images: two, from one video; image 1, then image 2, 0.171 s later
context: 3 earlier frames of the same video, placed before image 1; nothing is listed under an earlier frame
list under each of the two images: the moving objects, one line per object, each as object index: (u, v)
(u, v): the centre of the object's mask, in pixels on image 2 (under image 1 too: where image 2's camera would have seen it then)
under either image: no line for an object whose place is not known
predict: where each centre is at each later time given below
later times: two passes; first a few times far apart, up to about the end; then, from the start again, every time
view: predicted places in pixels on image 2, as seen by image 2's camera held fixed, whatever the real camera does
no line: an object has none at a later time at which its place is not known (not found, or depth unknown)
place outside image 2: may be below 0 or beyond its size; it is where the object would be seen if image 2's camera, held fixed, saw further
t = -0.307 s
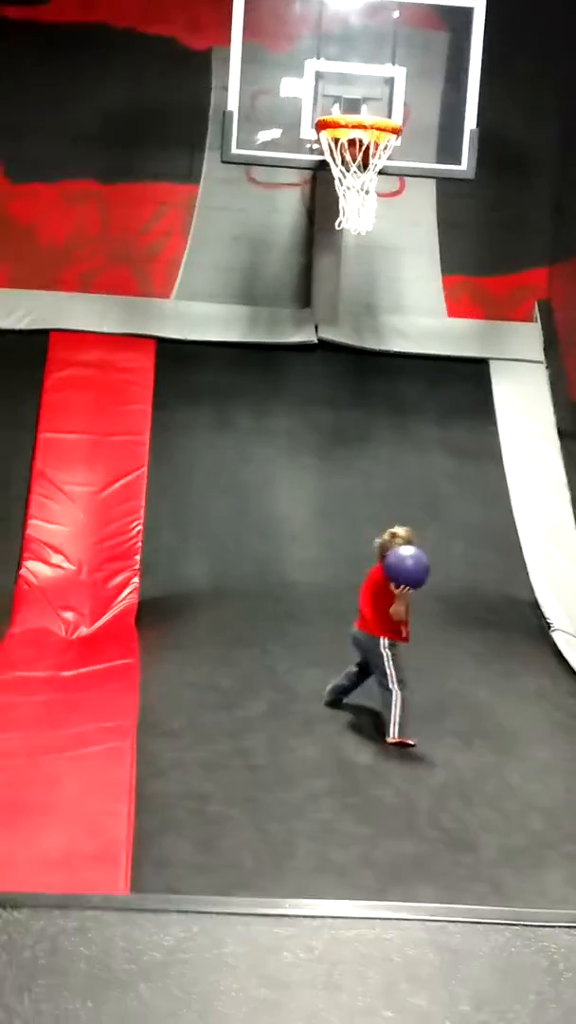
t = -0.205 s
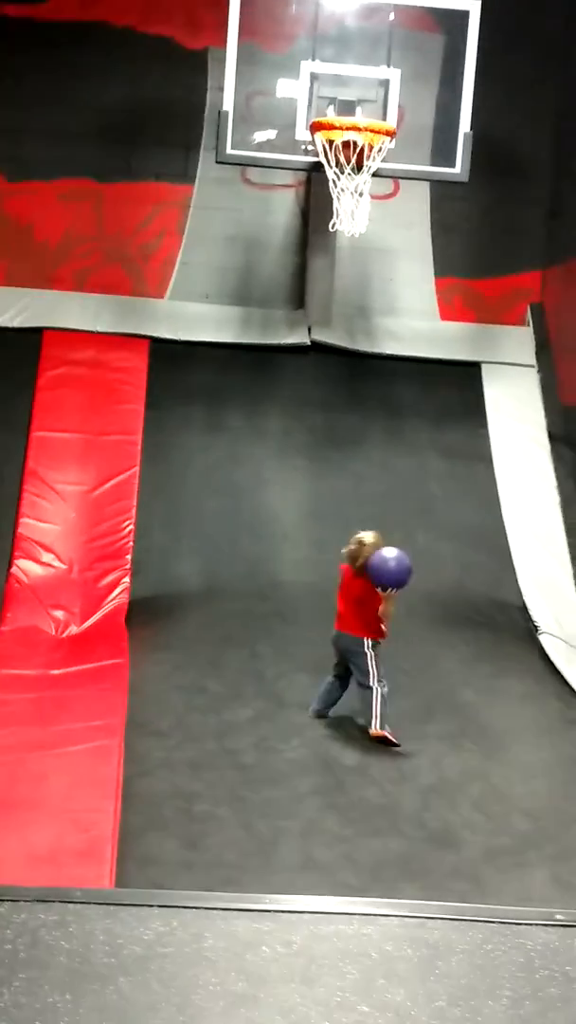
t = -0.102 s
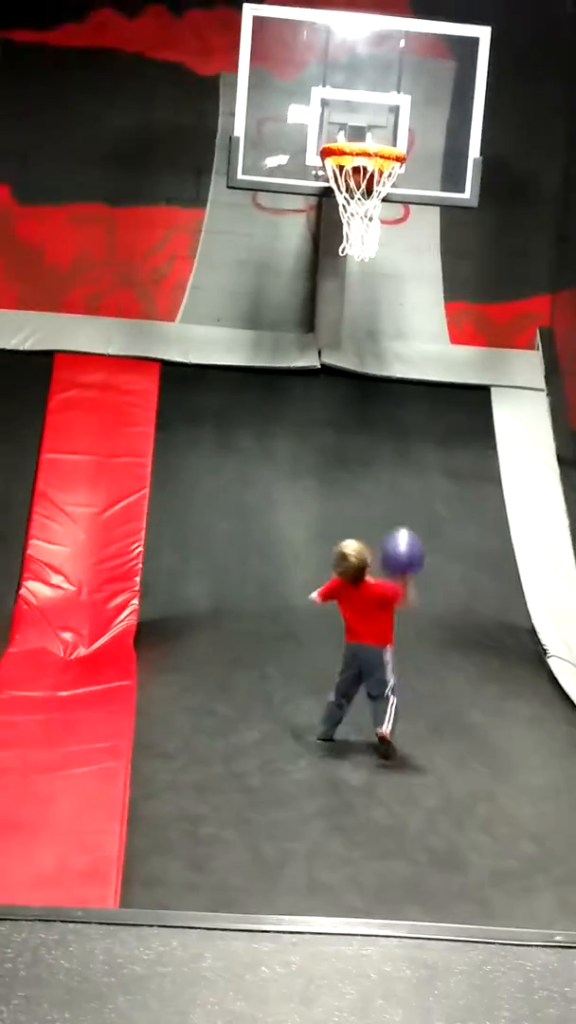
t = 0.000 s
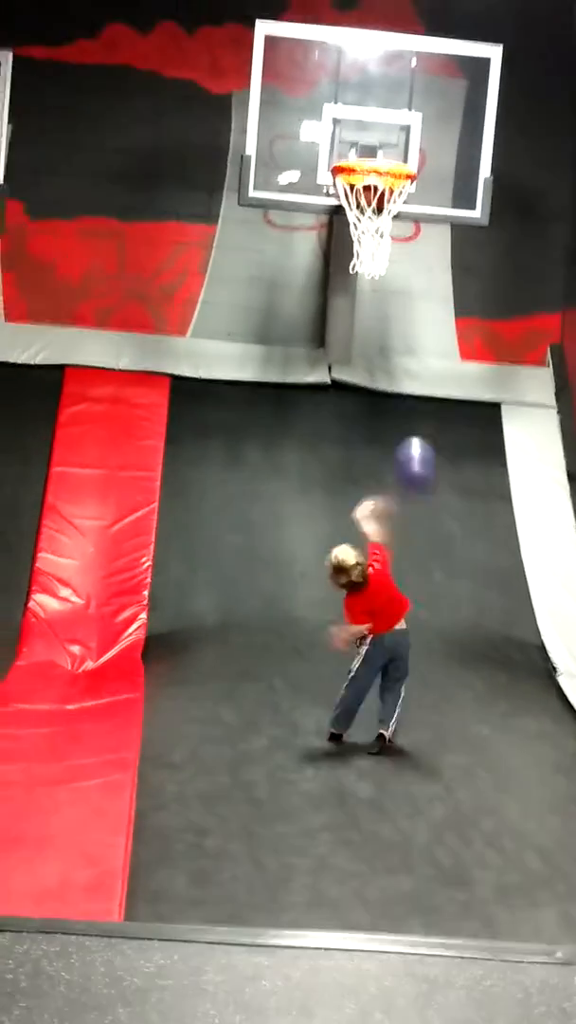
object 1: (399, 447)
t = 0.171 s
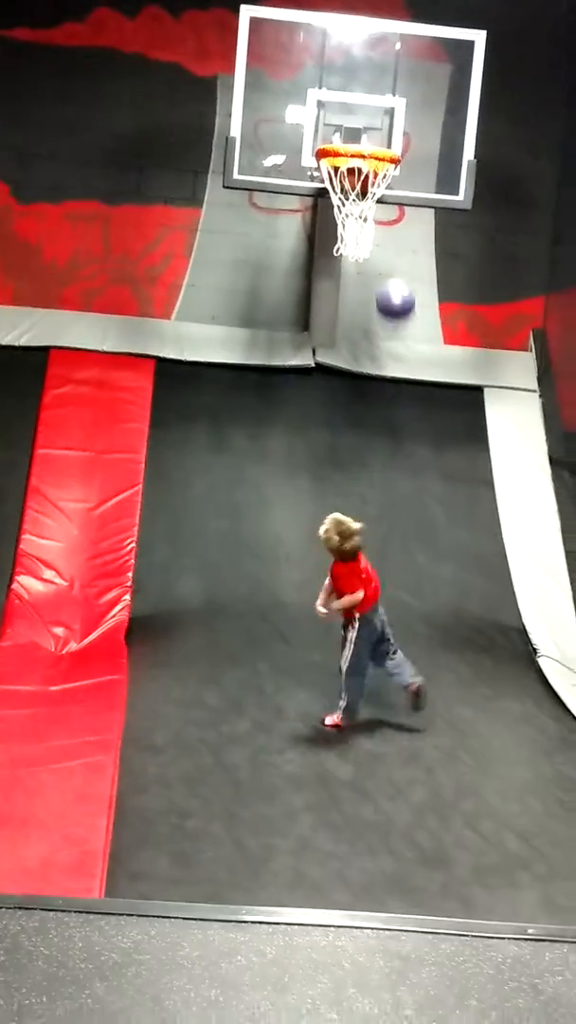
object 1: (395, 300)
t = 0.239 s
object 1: (394, 264)
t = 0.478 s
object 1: (383, 210)
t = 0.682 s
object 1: (376, 250)
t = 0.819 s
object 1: (369, 307)
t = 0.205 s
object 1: (395, 280)
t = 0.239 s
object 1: (394, 264)
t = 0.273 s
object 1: (393, 249)
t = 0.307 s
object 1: (391, 237)
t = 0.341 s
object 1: (390, 228)
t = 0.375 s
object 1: (388, 215)
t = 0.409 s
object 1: (386, 211)
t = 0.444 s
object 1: (385, 210)
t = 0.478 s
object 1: (383, 210)
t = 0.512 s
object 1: (380, 212)
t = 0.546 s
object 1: (380, 216)
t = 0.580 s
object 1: (379, 222)
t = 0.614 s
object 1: (378, 230)
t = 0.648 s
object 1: (377, 239)
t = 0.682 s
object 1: (376, 250)
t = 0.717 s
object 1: (373, 262)
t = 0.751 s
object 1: (372, 276)
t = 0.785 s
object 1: (371, 291)
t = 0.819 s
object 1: (369, 307)
